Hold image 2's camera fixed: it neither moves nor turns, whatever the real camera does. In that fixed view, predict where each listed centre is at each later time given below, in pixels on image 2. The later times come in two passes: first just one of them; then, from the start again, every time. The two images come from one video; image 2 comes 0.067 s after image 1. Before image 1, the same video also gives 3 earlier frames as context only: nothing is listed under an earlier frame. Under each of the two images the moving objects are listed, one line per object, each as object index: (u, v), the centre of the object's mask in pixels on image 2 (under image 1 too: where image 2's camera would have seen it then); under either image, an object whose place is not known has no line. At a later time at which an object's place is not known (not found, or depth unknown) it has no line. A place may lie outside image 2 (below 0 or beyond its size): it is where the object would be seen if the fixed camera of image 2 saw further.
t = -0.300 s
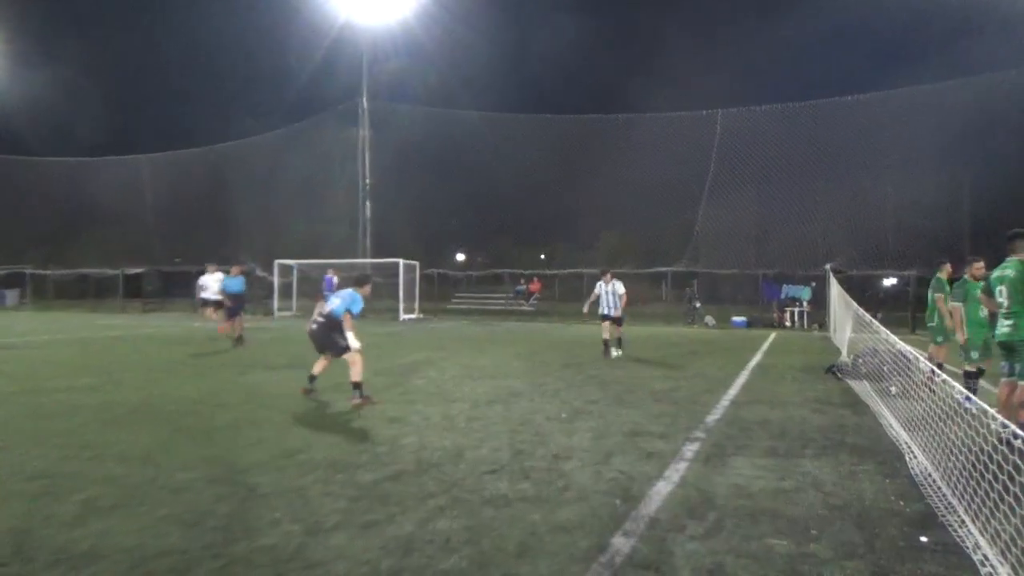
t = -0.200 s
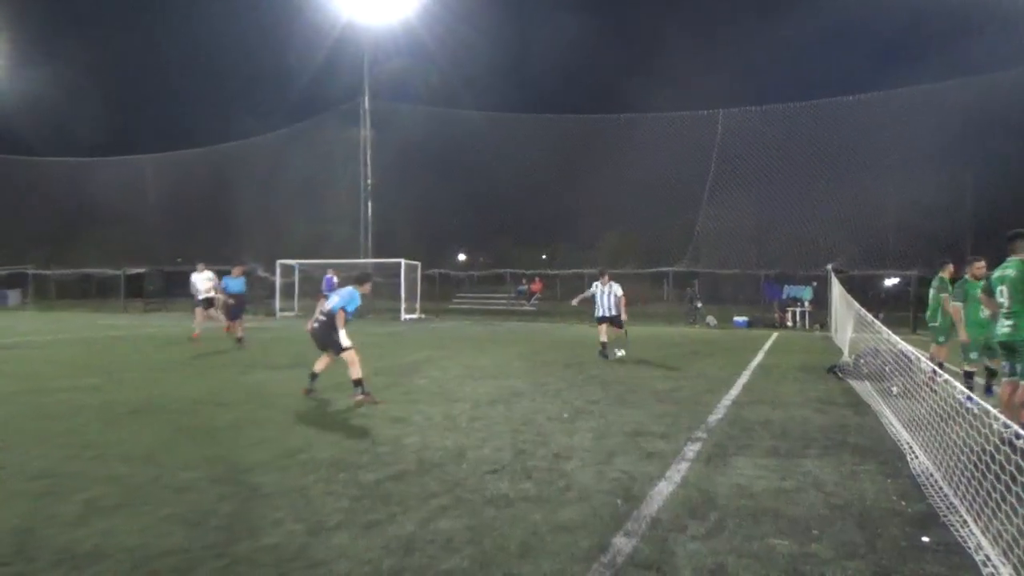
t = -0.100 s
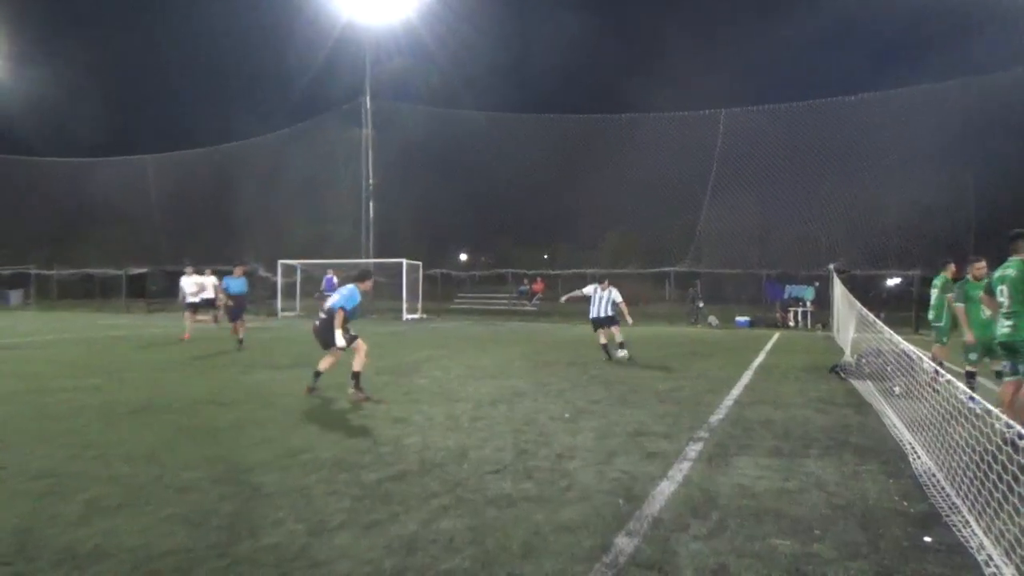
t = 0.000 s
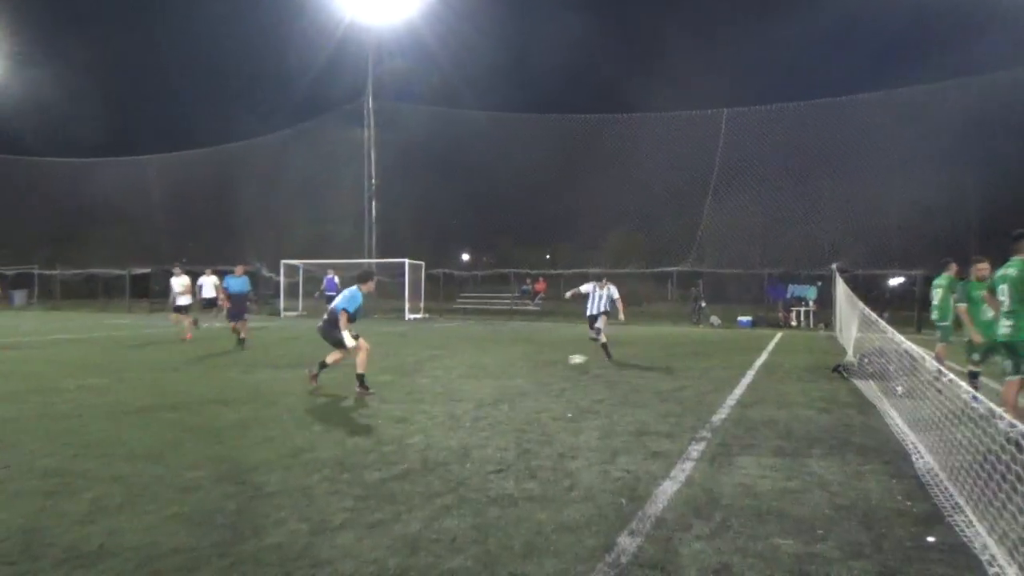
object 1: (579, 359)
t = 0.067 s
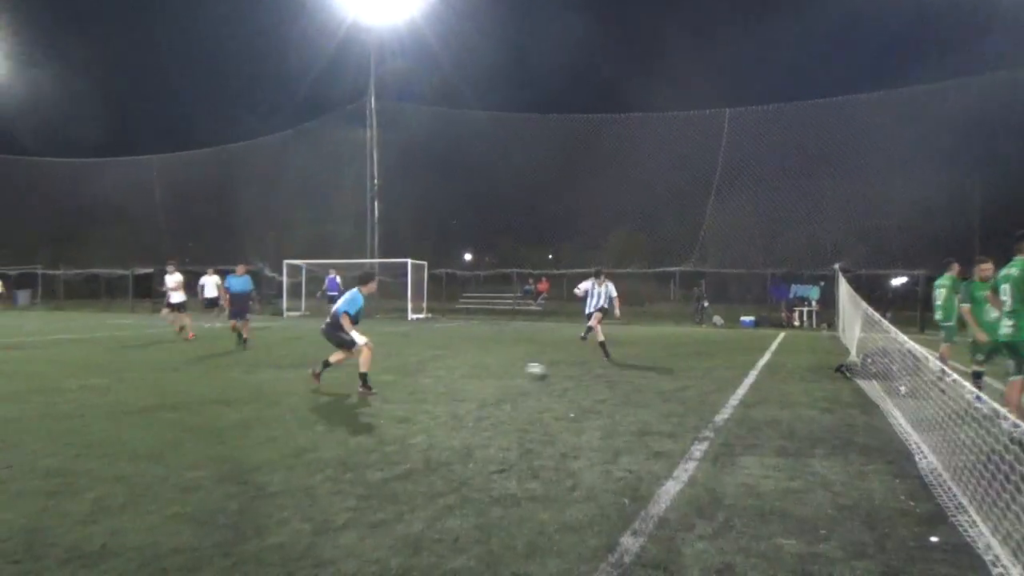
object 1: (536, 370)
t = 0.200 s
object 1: (421, 388)
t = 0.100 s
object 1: (512, 371)
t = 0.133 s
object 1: (484, 375)
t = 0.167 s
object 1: (454, 381)
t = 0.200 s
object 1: (421, 388)
